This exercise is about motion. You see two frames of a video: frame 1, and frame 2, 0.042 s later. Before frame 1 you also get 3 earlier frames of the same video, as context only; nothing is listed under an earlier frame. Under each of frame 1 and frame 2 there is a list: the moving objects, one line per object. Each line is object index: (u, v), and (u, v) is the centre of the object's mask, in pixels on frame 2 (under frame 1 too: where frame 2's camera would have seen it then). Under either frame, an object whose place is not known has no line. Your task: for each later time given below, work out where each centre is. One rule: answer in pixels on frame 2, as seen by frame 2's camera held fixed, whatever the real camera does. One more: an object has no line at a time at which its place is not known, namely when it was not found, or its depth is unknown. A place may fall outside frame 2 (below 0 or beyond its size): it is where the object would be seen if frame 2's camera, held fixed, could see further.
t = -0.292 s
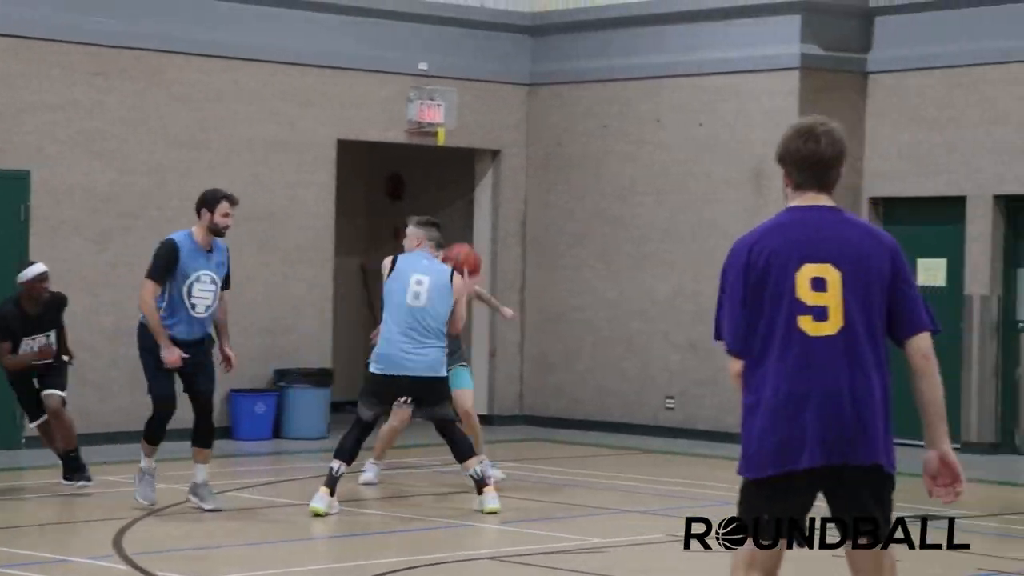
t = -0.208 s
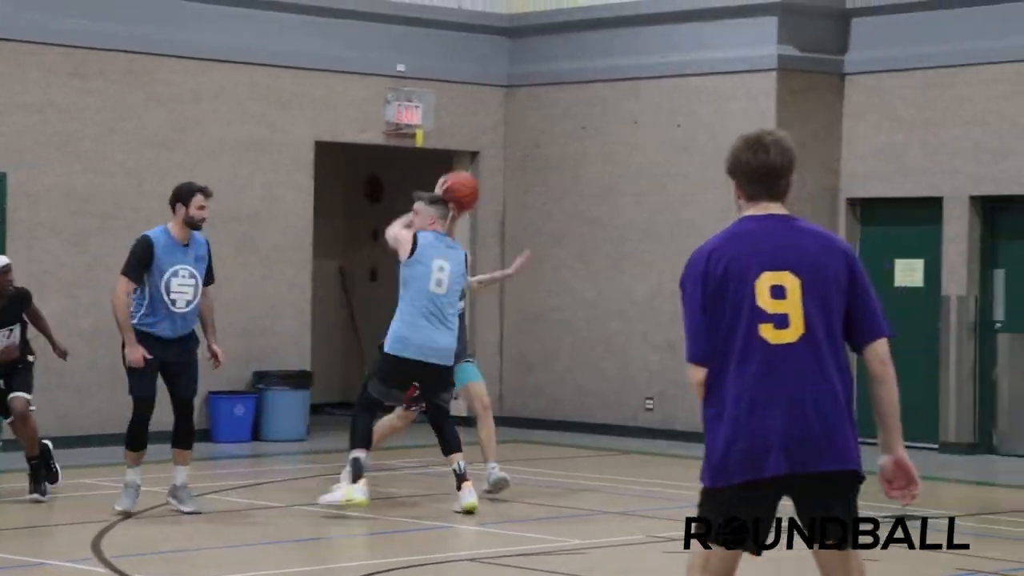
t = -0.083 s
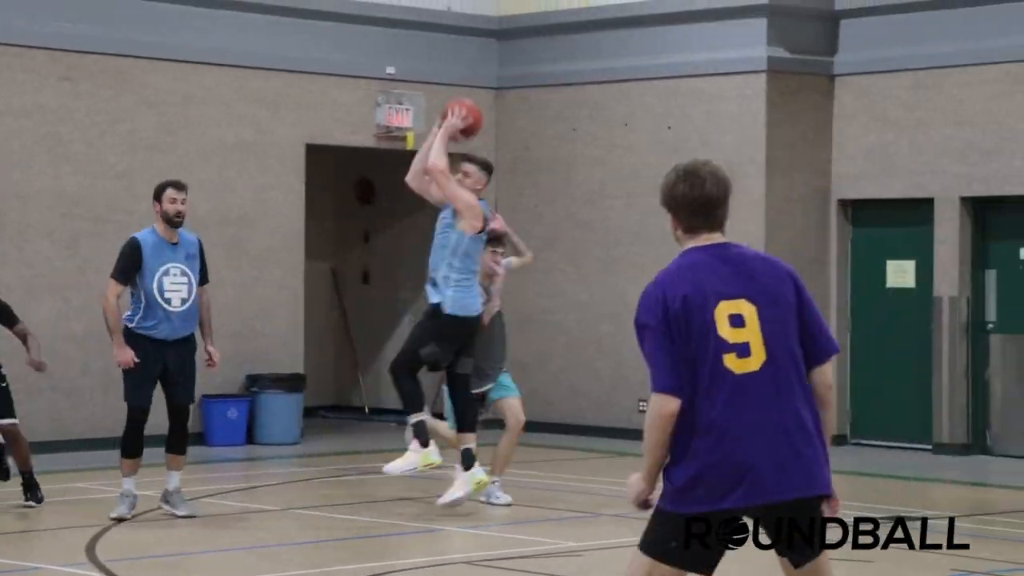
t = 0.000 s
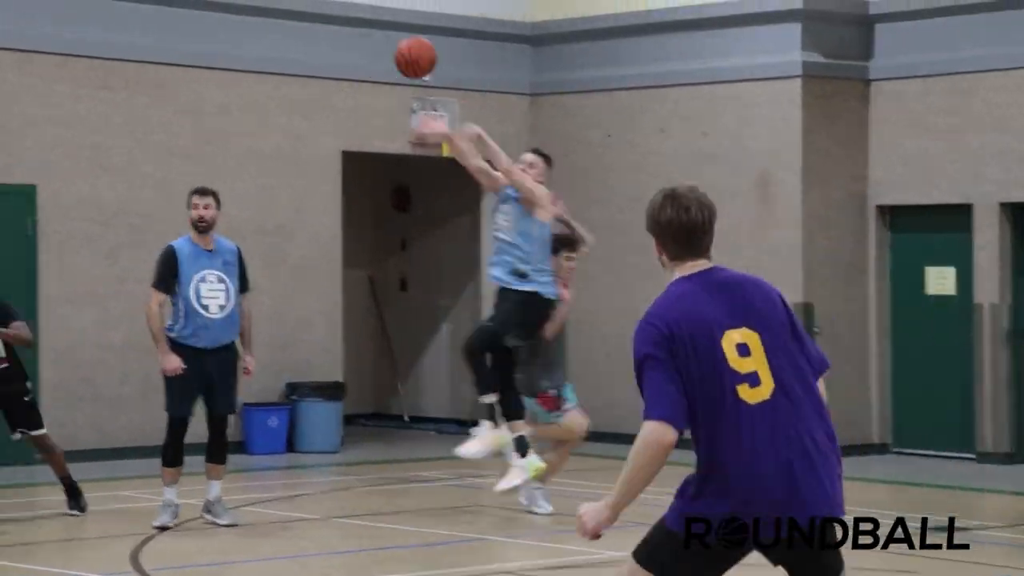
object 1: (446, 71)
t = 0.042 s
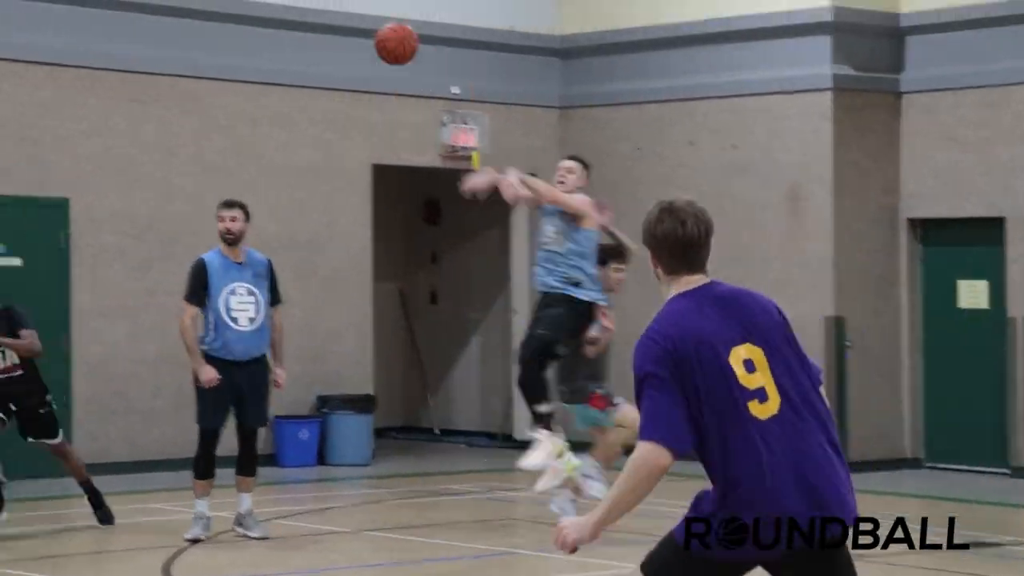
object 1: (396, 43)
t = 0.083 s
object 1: (343, 18)
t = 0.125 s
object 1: (283, -6)
